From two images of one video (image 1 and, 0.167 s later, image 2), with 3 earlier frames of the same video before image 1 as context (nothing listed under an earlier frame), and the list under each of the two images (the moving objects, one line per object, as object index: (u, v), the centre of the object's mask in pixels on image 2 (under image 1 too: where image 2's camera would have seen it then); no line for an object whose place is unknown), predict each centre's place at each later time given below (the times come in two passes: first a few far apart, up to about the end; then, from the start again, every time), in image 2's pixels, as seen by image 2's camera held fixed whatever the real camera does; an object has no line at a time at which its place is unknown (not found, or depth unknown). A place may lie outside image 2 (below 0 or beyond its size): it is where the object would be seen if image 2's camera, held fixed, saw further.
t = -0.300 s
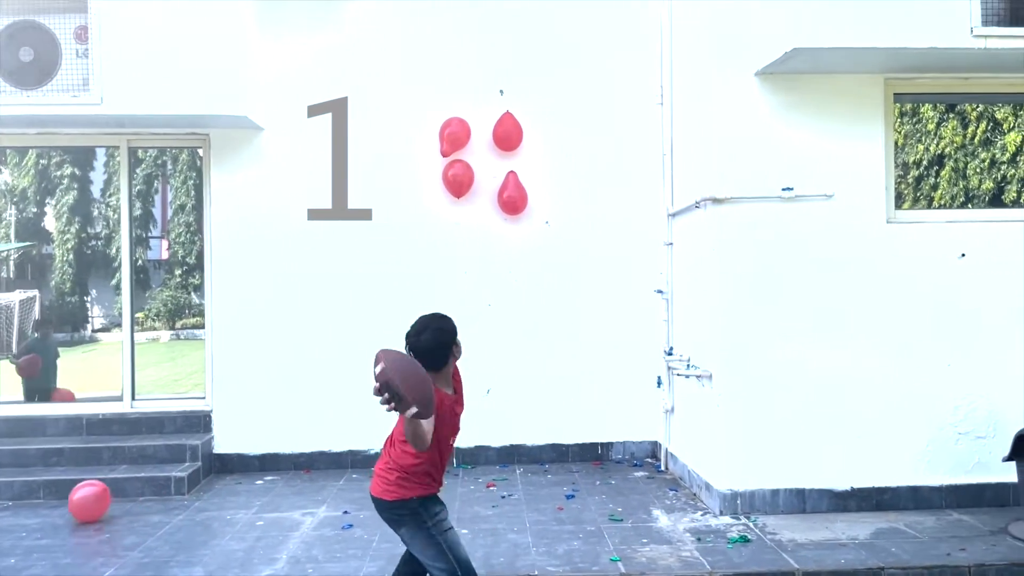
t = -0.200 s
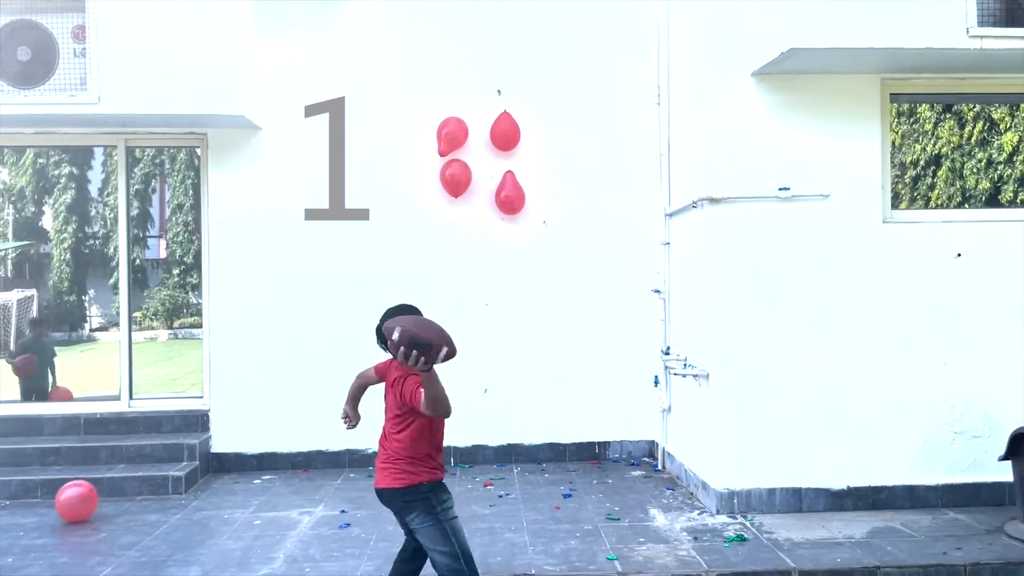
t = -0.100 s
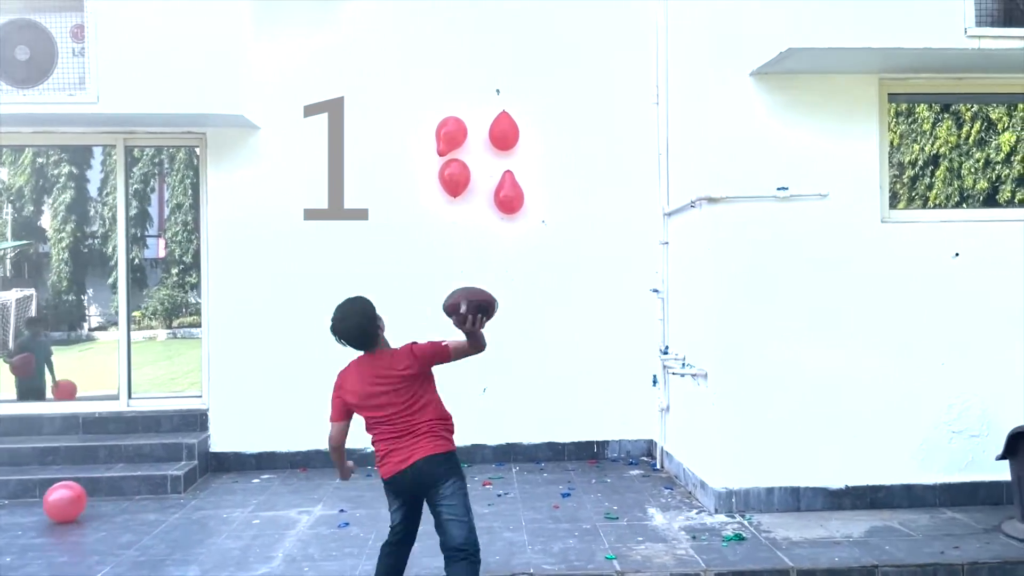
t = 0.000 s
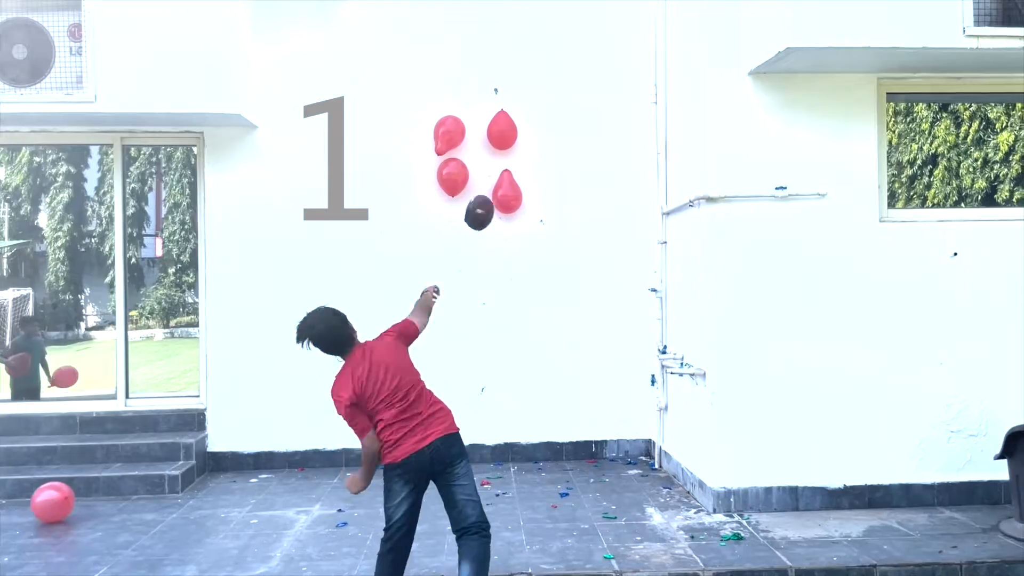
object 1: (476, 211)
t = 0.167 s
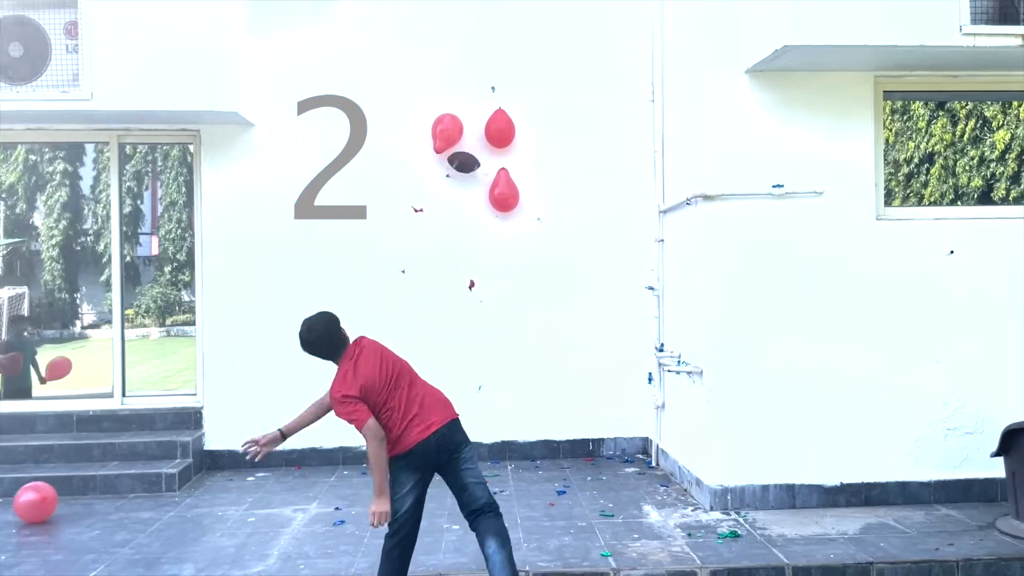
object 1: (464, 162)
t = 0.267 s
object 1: (494, 145)
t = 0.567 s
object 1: (625, 188)
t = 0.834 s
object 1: (833, 446)
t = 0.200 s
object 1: (473, 155)
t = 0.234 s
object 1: (483, 150)
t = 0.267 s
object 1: (494, 145)
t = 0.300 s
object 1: (505, 143)
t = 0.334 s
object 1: (518, 141)
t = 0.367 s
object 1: (530, 141)
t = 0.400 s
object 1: (544, 144)
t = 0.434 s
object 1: (558, 148)
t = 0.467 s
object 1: (573, 154)
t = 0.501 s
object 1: (590, 163)
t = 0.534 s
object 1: (607, 173)
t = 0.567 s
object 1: (625, 188)
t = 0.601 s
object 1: (645, 205)
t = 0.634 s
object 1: (666, 226)
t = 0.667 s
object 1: (689, 250)
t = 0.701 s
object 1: (713, 278)
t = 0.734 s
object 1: (740, 311)
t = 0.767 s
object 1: (769, 350)
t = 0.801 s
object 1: (800, 394)
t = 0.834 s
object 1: (833, 446)
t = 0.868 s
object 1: (870, 506)
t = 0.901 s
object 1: (911, 572)
